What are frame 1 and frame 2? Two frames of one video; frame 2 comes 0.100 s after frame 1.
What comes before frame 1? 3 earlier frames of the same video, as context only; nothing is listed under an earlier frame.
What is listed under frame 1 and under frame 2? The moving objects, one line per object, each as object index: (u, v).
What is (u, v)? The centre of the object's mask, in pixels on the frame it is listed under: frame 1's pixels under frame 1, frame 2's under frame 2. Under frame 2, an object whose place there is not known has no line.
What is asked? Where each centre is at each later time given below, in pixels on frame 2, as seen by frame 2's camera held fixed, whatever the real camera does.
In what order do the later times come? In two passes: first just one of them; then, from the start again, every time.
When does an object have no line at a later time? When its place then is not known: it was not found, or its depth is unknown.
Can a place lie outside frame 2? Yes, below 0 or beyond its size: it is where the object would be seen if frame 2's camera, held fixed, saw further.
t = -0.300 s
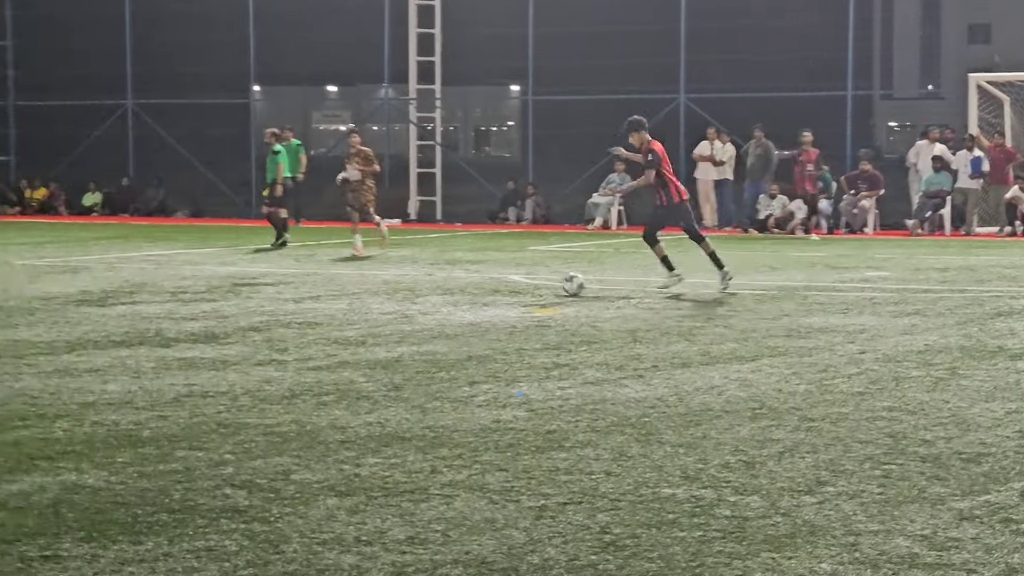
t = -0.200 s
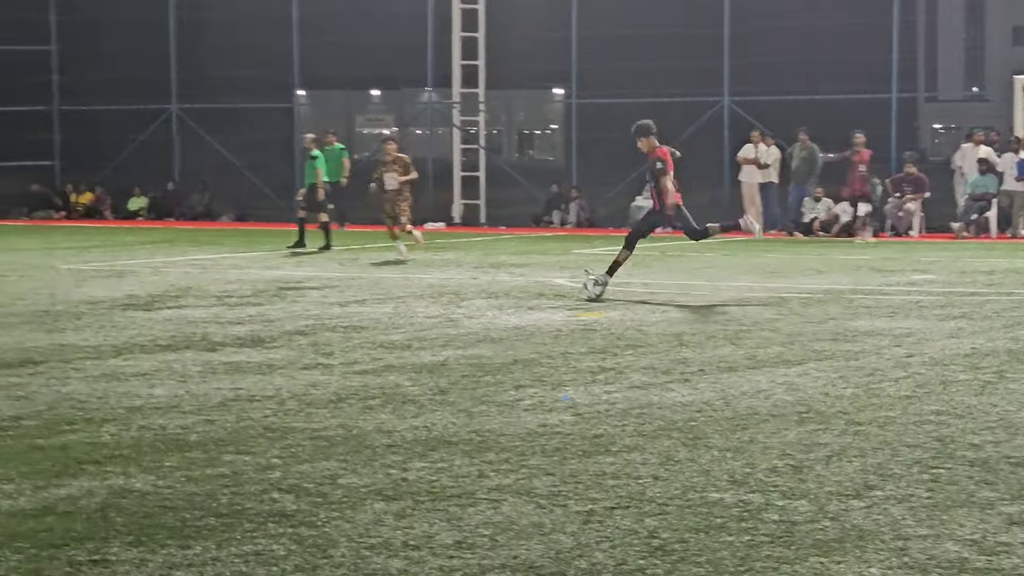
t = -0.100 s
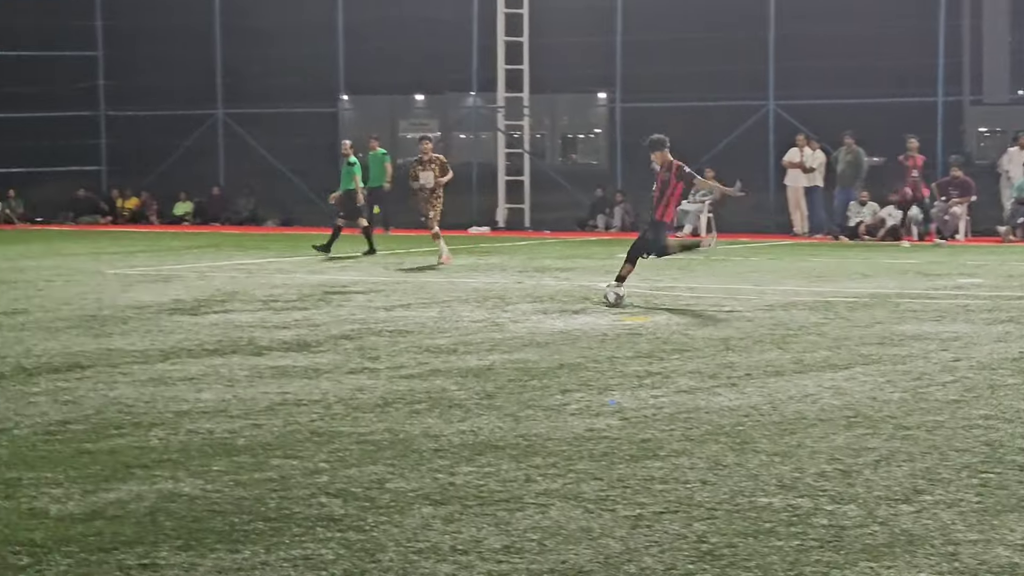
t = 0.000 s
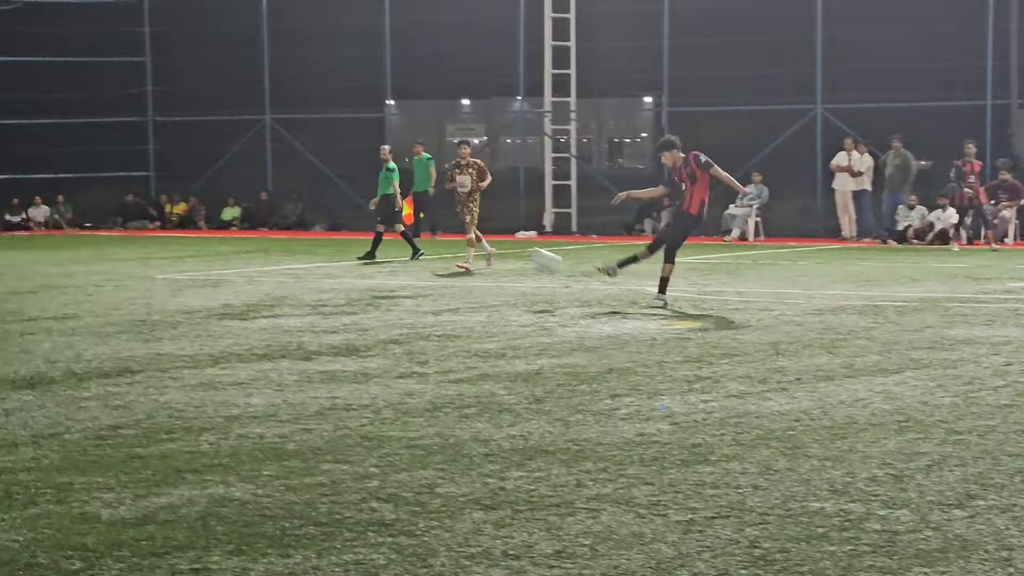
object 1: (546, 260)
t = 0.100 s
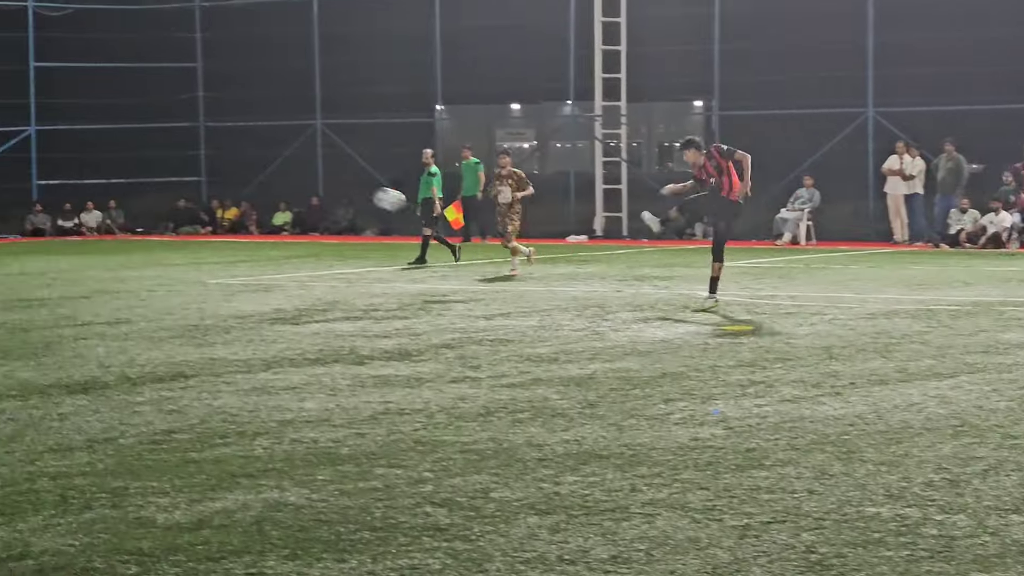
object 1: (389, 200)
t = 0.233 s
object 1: (169, 134)
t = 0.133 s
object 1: (329, 181)
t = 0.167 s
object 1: (272, 164)
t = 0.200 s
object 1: (219, 148)
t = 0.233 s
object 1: (169, 134)
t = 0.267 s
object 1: (121, 121)
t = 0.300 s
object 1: (76, 110)
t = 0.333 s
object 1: (39, 99)
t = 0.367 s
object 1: (2, 89)
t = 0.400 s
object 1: (-34, 80)
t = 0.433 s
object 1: (-64, 72)
